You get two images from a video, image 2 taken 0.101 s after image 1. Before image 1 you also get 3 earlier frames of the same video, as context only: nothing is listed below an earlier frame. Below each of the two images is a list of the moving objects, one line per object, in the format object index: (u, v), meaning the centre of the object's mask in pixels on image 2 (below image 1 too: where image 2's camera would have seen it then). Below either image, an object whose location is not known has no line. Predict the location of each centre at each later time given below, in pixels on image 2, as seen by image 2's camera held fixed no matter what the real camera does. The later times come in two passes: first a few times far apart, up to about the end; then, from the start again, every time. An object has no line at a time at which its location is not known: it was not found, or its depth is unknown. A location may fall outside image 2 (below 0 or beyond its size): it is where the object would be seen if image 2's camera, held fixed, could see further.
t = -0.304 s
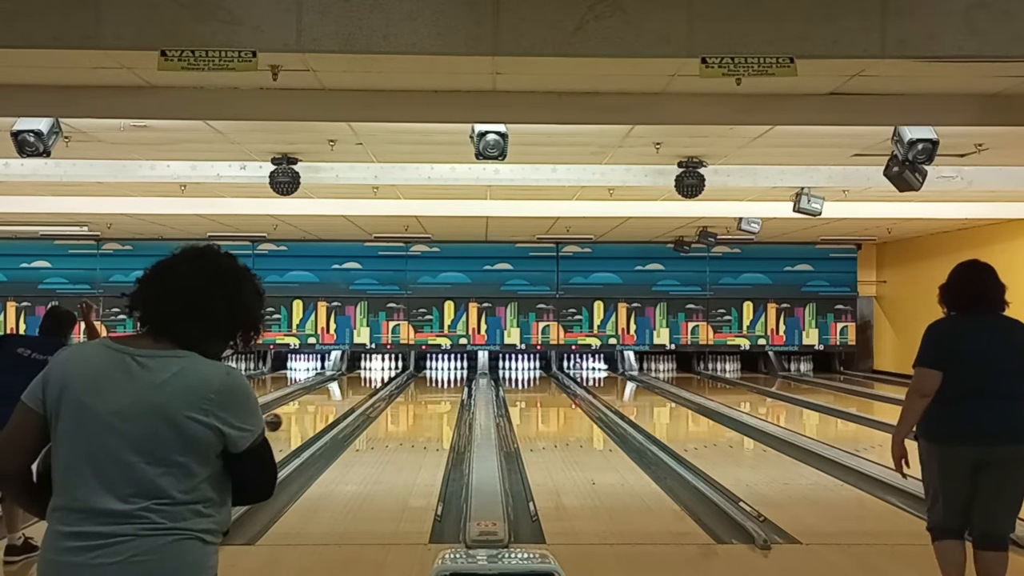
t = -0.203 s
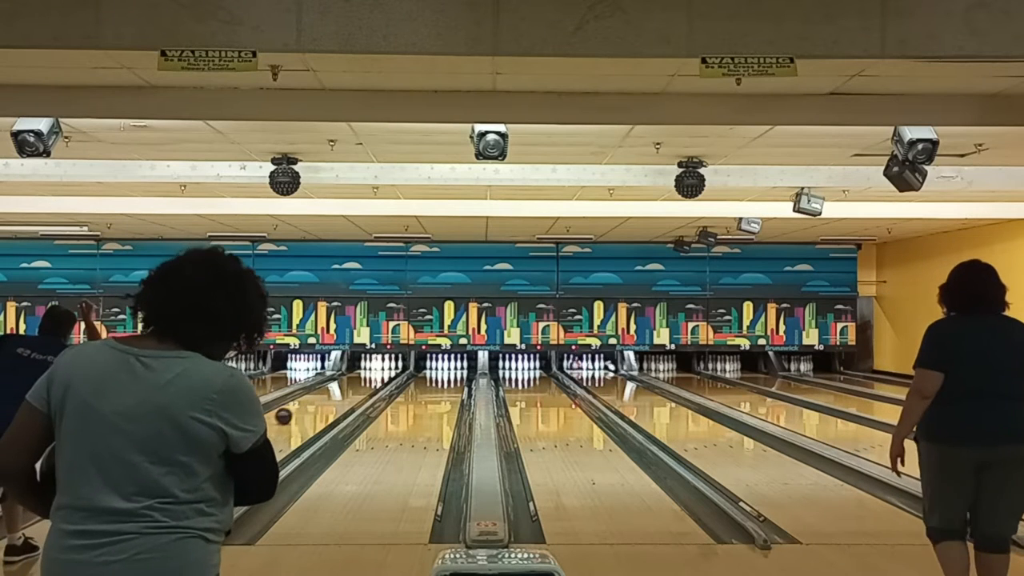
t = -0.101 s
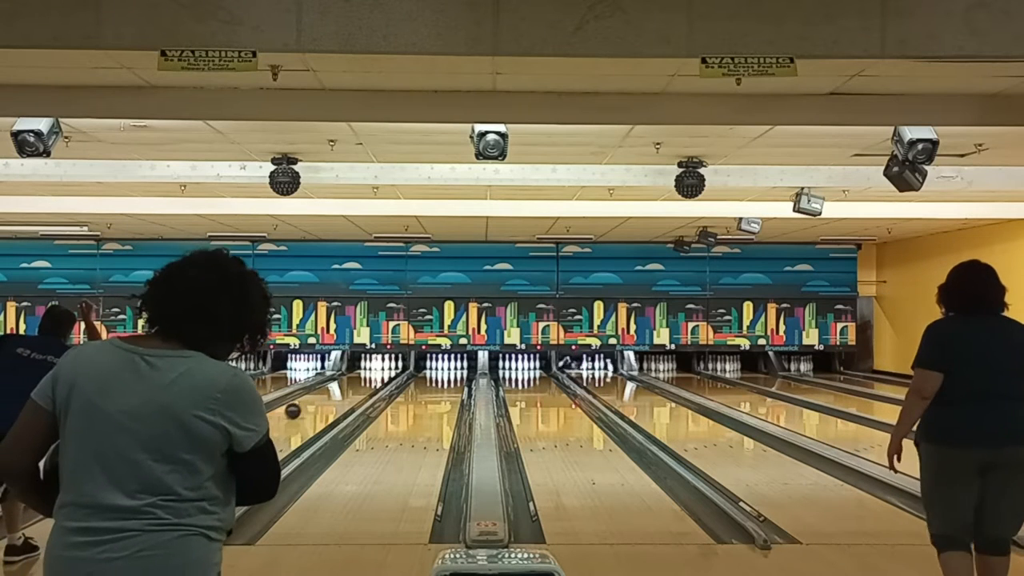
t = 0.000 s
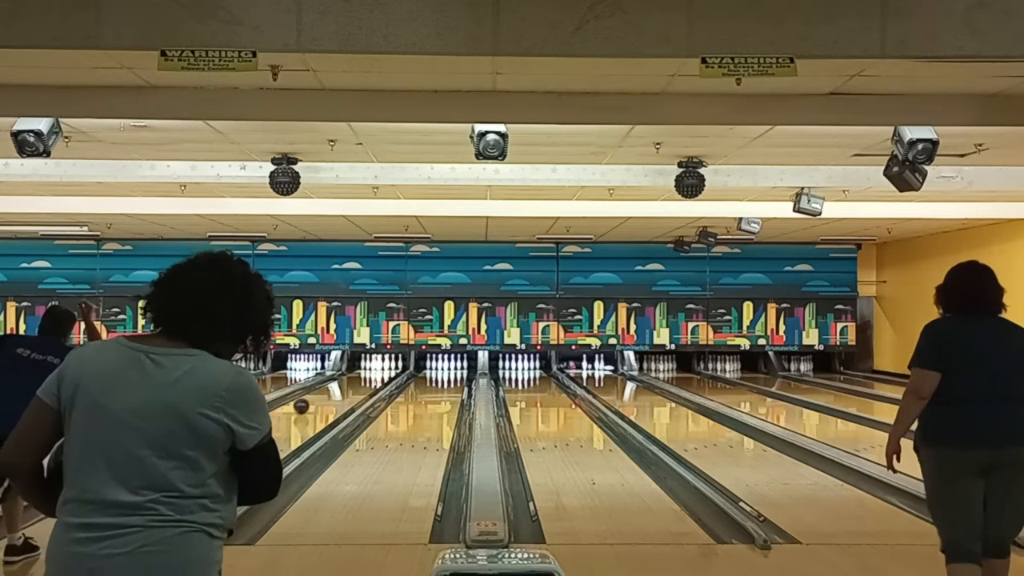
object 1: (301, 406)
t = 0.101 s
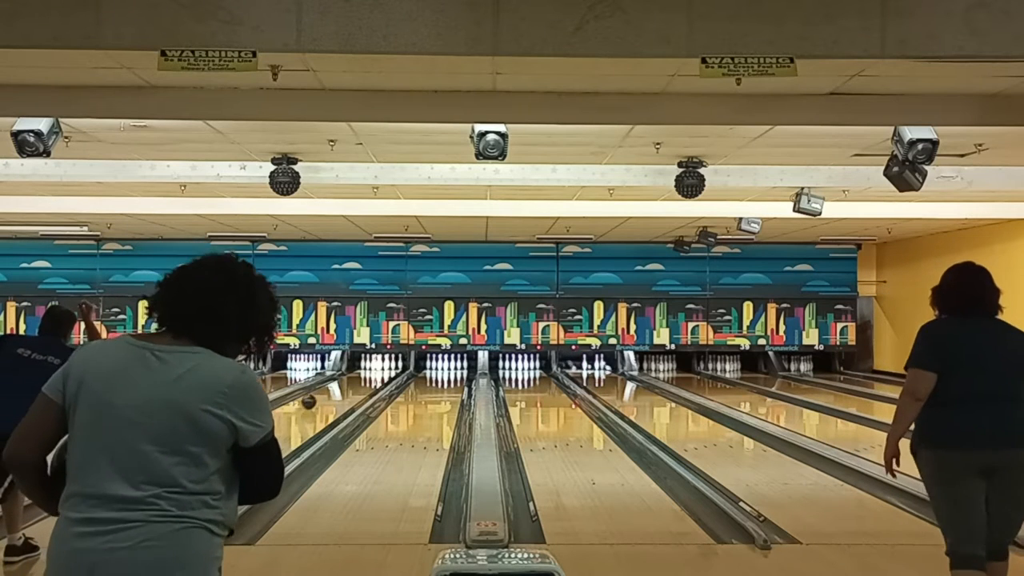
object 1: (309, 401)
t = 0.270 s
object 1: (320, 395)
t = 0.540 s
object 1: (335, 387)
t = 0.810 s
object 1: (346, 380)
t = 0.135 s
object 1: (311, 400)
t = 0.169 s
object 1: (313, 398)
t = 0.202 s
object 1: (316, 396)
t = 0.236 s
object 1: (318, 396)
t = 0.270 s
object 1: (320, 395)
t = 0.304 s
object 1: (322, 394)
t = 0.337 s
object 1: (324, 393)
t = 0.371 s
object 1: (326, 392)
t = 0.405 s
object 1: (328, 391)
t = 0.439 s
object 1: (329, 390)
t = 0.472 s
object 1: (331, 389)
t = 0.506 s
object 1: (333, 388)
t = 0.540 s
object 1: (335, 387)
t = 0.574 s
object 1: (337, 386)
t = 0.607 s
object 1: (338, 385)
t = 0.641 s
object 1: (339, 384)
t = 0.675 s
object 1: (341, 383)
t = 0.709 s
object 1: (342, 382)
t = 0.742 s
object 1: (344, 382)
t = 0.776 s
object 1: (344, 382)
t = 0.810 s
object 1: (346, 380)
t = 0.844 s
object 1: (348, 379)
